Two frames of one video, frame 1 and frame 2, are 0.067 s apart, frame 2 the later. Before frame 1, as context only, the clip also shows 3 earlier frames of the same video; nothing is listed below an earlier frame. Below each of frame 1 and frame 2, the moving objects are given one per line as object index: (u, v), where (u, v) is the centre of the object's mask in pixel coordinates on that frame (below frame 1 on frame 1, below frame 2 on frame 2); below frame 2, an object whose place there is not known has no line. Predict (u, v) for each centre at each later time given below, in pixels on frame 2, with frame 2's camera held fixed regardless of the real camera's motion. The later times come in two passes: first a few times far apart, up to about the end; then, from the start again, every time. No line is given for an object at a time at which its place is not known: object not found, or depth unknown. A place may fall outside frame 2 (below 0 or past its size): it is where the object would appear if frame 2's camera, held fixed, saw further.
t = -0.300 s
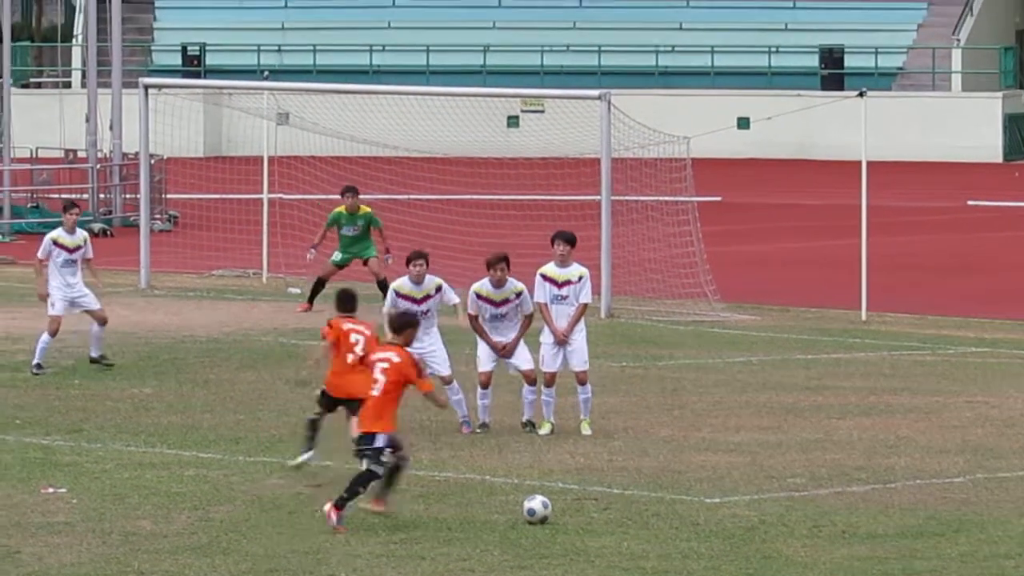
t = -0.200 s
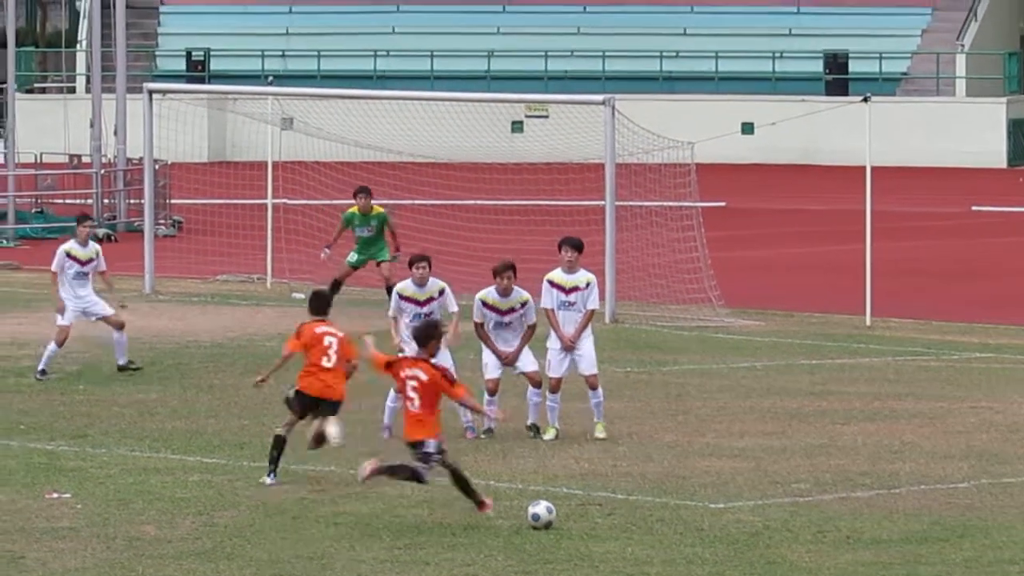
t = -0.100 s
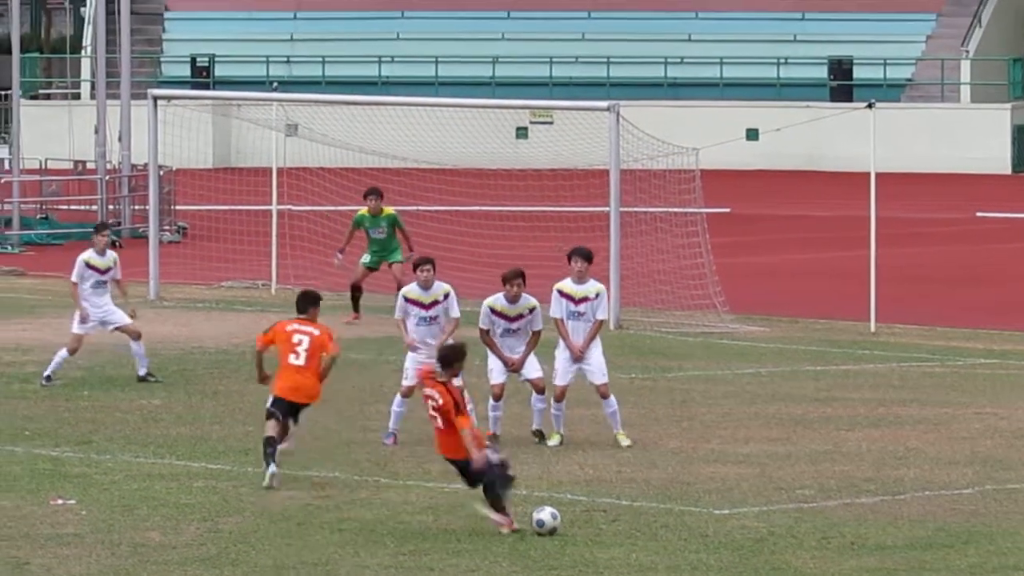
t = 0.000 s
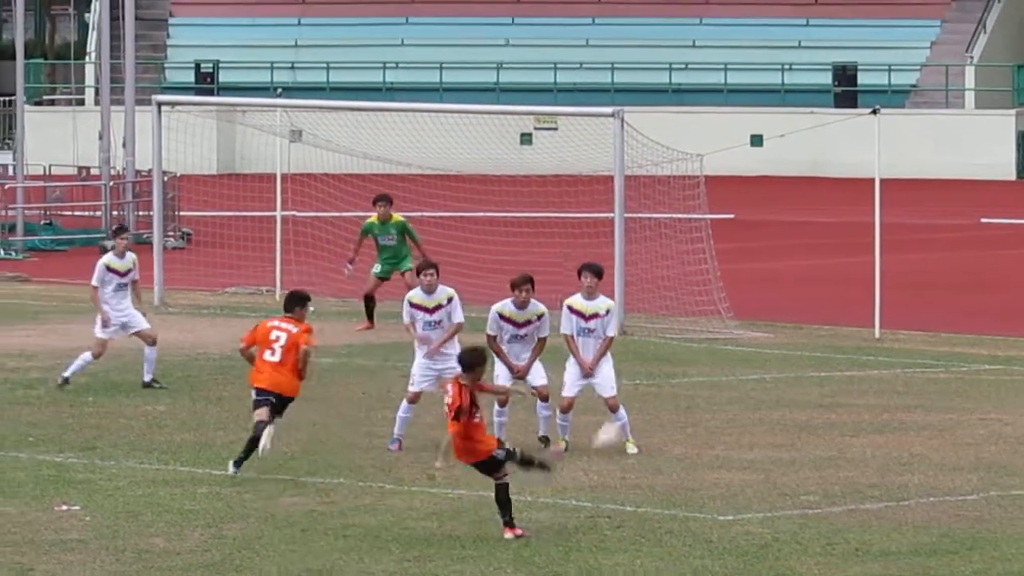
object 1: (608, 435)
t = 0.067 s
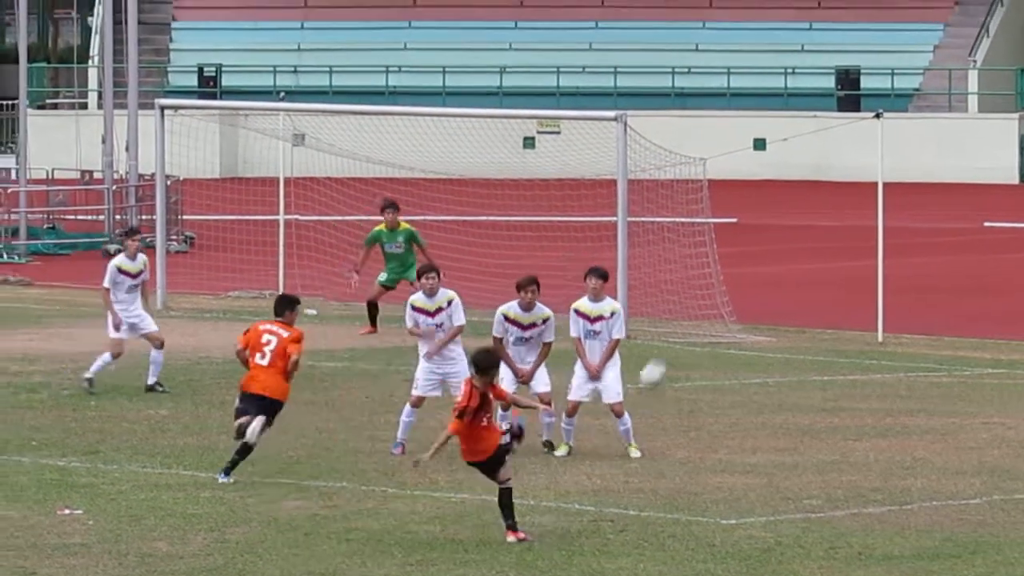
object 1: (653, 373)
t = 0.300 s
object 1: (748, 218)
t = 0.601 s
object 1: (789, 142)
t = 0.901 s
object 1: (779, 165)
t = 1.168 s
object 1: (745, 249)
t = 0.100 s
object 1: (671, 345)
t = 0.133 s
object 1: (688, 321)
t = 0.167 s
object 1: (701, 293)
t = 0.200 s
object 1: (717, 273)
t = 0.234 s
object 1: (728, 252)
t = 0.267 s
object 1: (738, 234)
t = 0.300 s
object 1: (748, 218)
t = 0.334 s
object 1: (756, 204)
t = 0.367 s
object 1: (763, 190)
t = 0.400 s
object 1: (769, 179)
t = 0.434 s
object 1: (775, 171)
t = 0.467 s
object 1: (779, 164)
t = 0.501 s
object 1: (784, 156)
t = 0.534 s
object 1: (786, 150)
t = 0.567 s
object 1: (788, 144)
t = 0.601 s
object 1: (789, 142)
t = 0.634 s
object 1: (790, 139)
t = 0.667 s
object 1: (791, 140)
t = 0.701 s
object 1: (790, 140)
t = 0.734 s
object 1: (789, 141)
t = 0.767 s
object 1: (788, 143)
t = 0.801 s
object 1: (786, 148)
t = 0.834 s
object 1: (784, 153)
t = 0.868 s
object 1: (782, 156)
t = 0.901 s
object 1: (779, 165)
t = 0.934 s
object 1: (777, 172)
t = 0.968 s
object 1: (772, 180)
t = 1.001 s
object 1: (768, 189)
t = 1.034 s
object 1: (764, 198)
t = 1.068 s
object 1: (760, 209)
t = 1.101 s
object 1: (755, 221)
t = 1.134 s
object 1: (749, 233)
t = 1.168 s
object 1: (745, 249)
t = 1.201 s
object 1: (739, 262)
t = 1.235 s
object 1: (733, 277)
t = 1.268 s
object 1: (727, 292)
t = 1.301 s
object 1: (721, 306)
